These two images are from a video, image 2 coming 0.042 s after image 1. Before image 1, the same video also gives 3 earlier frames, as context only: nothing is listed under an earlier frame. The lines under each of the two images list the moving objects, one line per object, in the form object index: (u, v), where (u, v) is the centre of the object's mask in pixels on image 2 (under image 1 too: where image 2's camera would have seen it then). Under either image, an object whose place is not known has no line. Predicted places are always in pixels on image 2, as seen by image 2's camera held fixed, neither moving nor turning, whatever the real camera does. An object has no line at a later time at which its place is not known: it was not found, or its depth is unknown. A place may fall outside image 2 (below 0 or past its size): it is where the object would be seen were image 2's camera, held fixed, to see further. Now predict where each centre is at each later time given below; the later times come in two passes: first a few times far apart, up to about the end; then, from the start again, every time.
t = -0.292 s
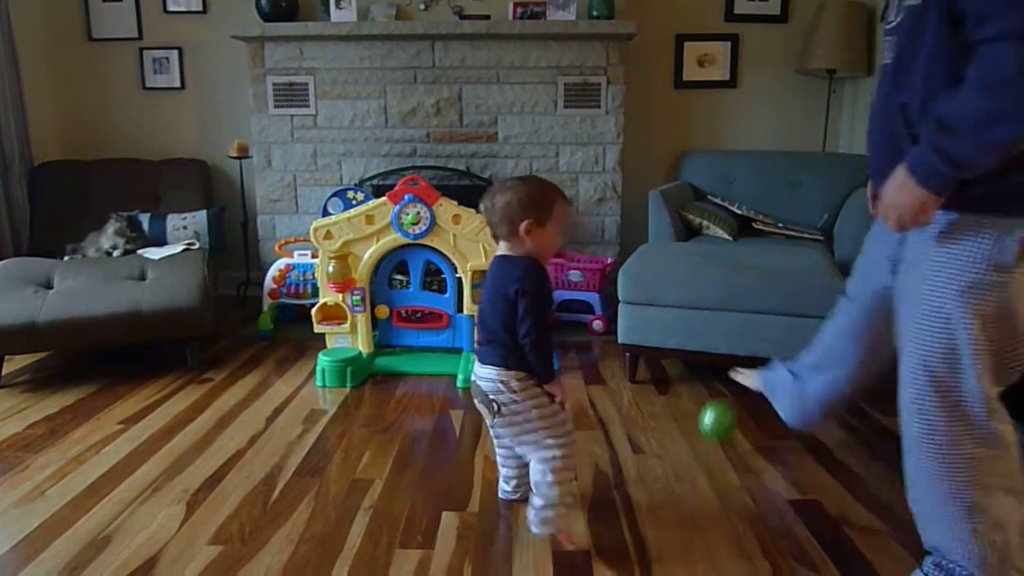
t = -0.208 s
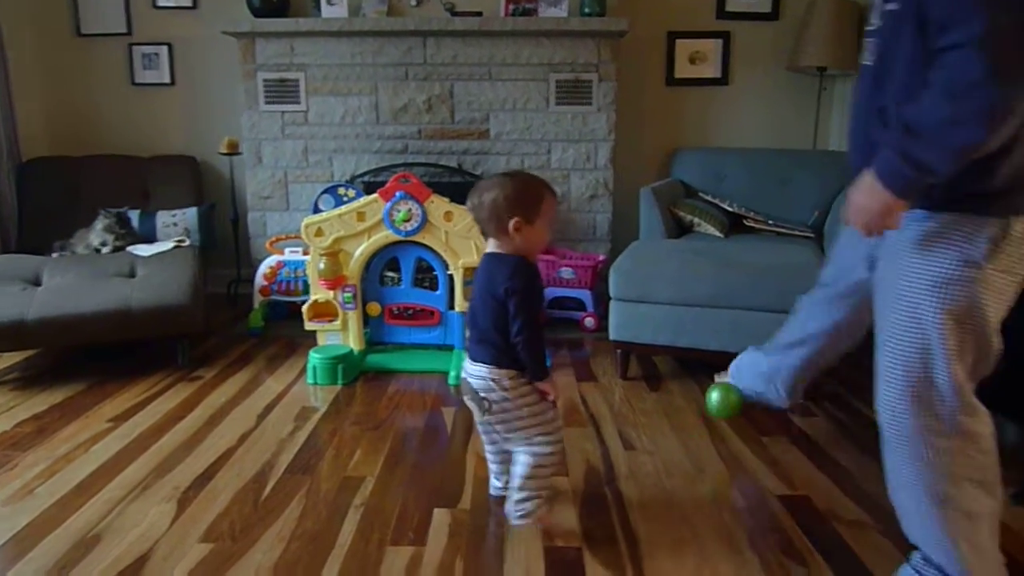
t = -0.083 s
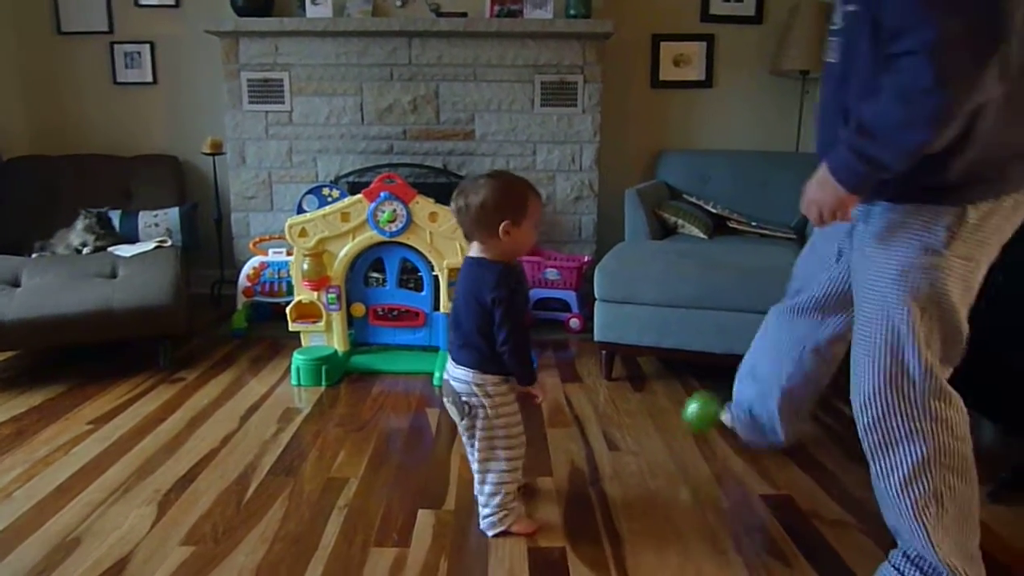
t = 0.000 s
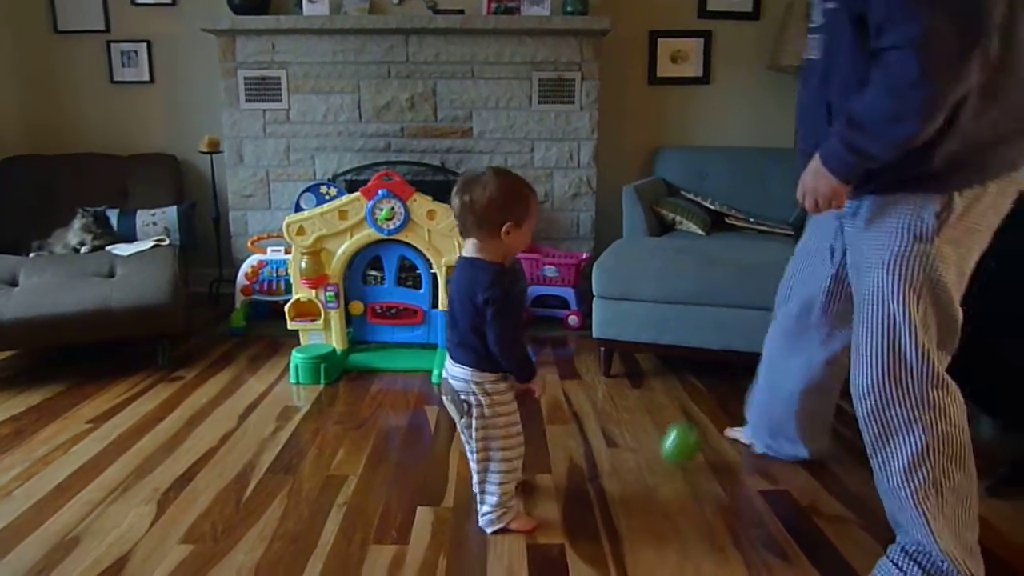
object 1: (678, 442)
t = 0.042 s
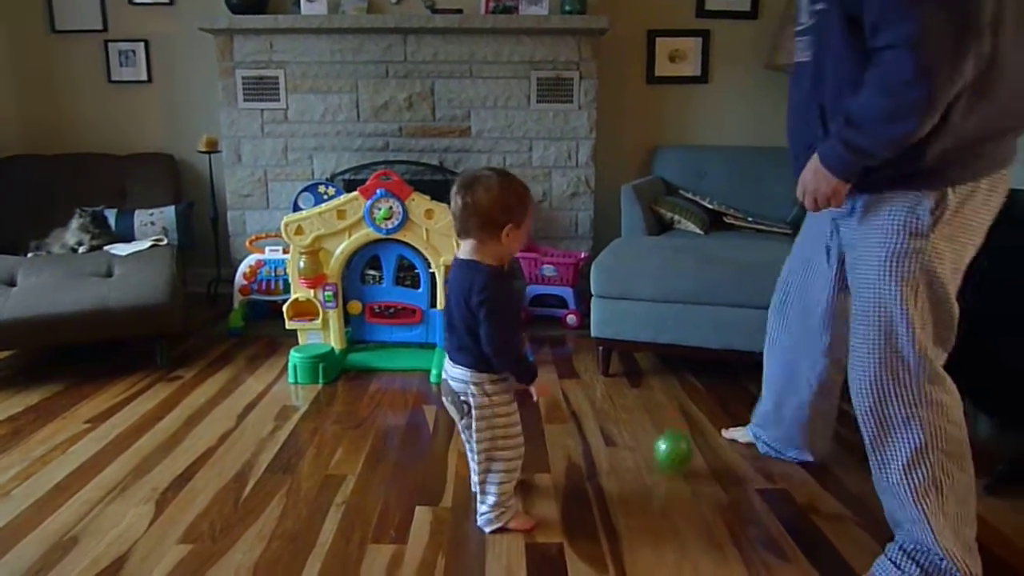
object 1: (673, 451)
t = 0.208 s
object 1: (653, 479)
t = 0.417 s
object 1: (624, 515)
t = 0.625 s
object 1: (589, 562)
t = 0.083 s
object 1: (669, 448)
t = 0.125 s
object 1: (666, 450)
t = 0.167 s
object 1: (660, 460)
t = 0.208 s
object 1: (653, 479)
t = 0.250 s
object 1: (649, 483)
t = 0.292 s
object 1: (643, 485)
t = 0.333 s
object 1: (637, 494)
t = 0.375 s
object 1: (631, 509)
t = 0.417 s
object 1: (624, 515)
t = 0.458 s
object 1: (618, 525)
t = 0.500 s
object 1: (611, 534)
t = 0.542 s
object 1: (604, 545)
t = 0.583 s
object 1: (597, 553)
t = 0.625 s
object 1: (589, 562)
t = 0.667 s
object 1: (580, 567)
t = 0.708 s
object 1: (572, 572)
